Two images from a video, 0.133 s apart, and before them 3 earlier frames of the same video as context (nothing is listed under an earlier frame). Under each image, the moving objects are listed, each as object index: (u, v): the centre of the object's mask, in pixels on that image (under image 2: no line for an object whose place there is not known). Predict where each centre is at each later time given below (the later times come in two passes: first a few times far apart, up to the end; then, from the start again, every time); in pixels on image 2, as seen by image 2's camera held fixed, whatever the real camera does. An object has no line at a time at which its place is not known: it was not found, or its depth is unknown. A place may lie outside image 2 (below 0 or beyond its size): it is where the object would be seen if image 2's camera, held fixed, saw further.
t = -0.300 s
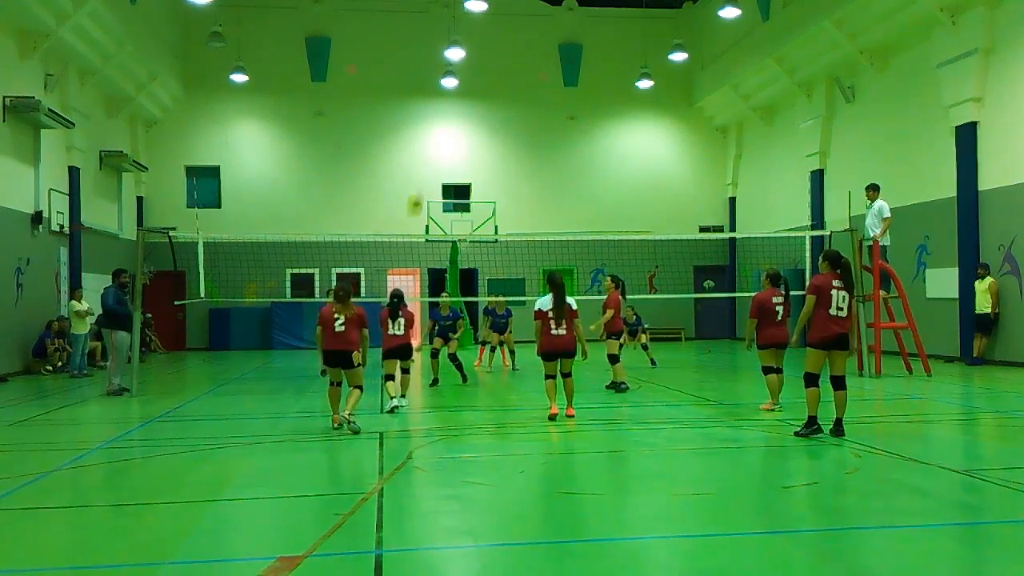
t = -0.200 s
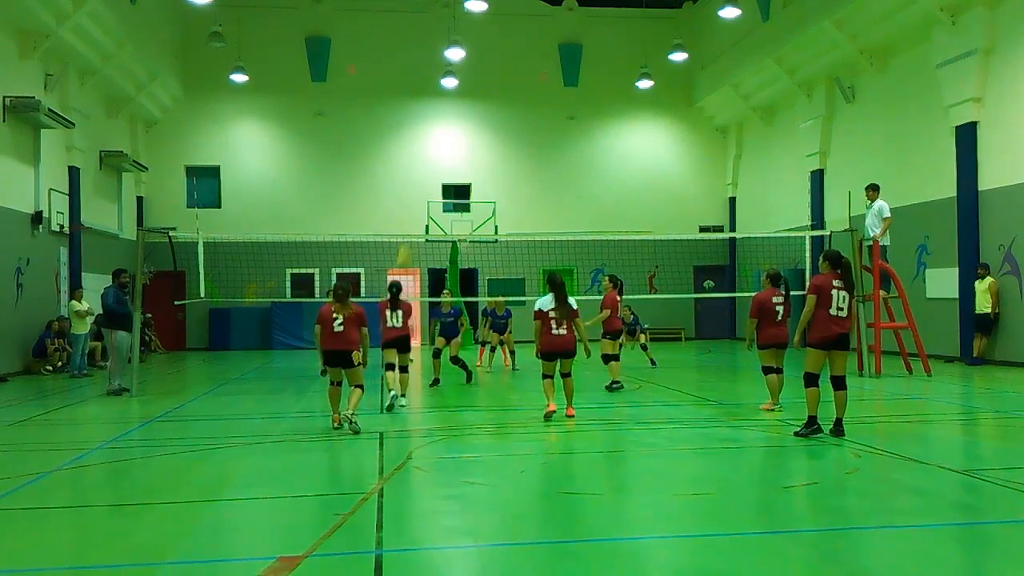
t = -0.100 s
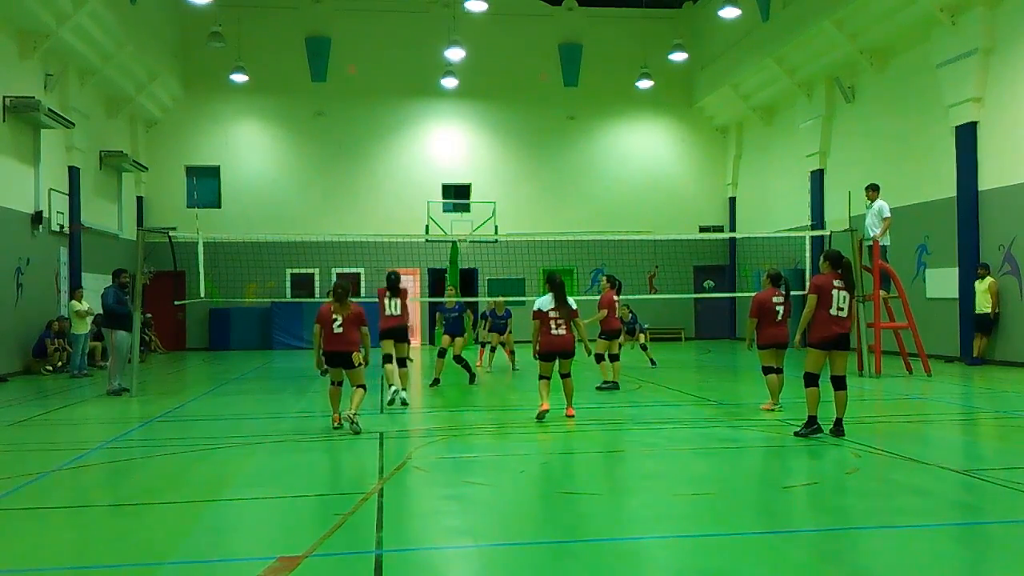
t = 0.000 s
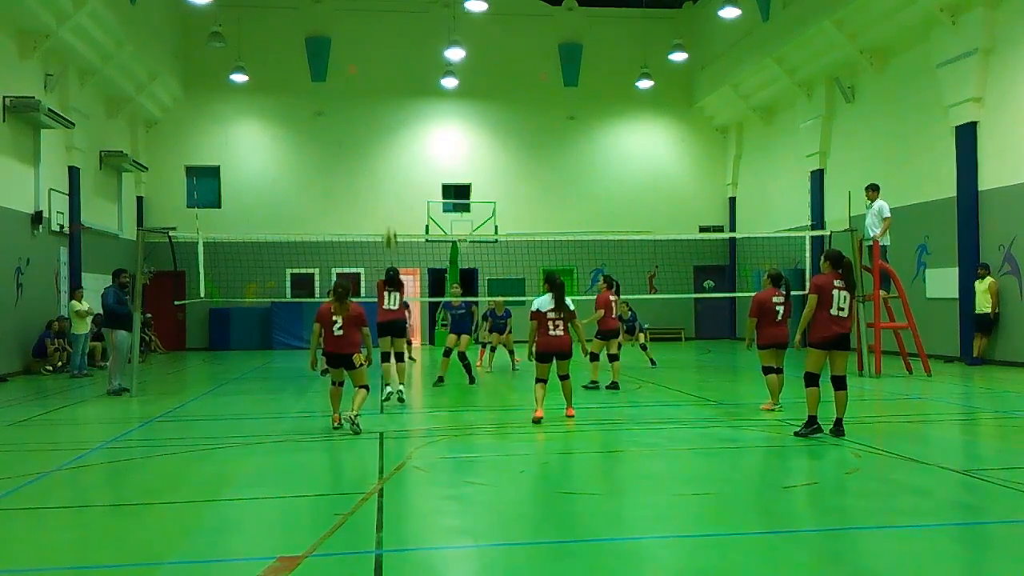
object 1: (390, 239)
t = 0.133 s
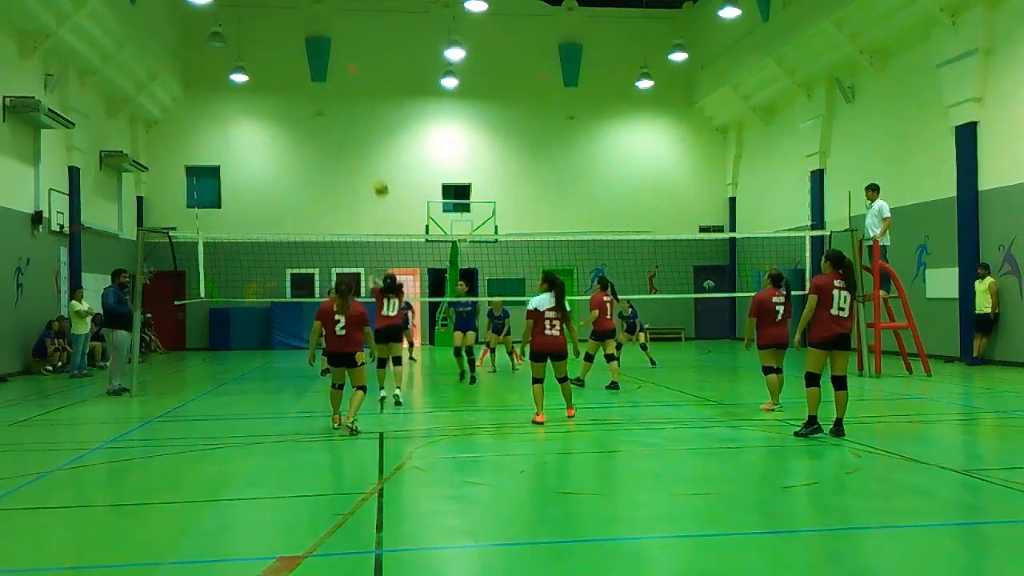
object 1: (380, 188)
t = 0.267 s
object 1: (374, 158)
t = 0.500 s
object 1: (366, 137)
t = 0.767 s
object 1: (358, 156)
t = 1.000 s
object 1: (353, 199)
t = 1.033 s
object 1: (352, 208)
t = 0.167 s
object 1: (379, 179)
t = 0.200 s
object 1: (377, 171)
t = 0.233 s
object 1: (376, 165)
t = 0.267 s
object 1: (374, 158)
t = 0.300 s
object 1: (373, 152)
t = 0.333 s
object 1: (371, 147)
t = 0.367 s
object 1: (370, 144)
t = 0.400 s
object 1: (369, 141)
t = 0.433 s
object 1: (368, 139)
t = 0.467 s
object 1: (367, 138)
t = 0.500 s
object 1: (366, 137)
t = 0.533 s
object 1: (365, 137)
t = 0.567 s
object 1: (364, 137)
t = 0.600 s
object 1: (363, 138)
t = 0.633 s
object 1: (362, 141)
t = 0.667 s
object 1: (361, 144)
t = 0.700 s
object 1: (360, 148)
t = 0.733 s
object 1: (359, 151)
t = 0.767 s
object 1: (358, 156)
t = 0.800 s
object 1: (358, 160)
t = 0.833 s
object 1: (357, 165)
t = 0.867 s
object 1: (357, 171)
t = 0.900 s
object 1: (356, 177)
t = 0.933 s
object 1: (355, 185)
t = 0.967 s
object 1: (354, 193)
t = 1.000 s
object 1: (353, 199)
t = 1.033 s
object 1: (352, 208)
